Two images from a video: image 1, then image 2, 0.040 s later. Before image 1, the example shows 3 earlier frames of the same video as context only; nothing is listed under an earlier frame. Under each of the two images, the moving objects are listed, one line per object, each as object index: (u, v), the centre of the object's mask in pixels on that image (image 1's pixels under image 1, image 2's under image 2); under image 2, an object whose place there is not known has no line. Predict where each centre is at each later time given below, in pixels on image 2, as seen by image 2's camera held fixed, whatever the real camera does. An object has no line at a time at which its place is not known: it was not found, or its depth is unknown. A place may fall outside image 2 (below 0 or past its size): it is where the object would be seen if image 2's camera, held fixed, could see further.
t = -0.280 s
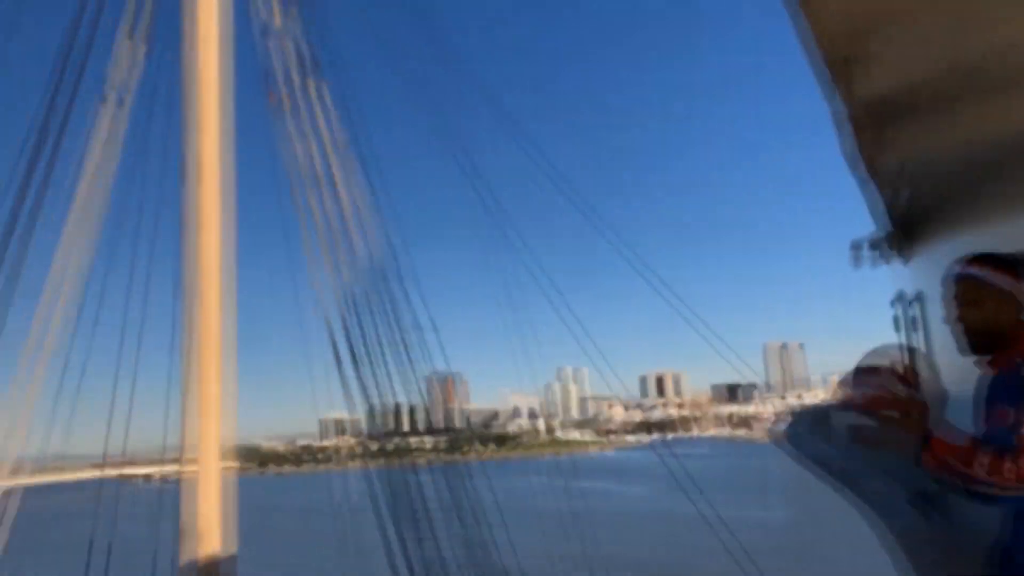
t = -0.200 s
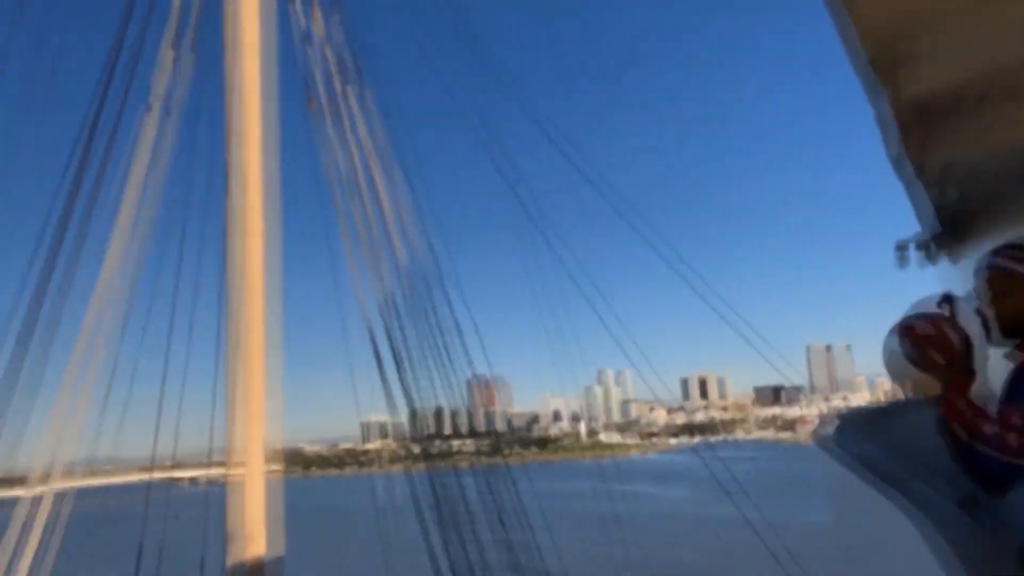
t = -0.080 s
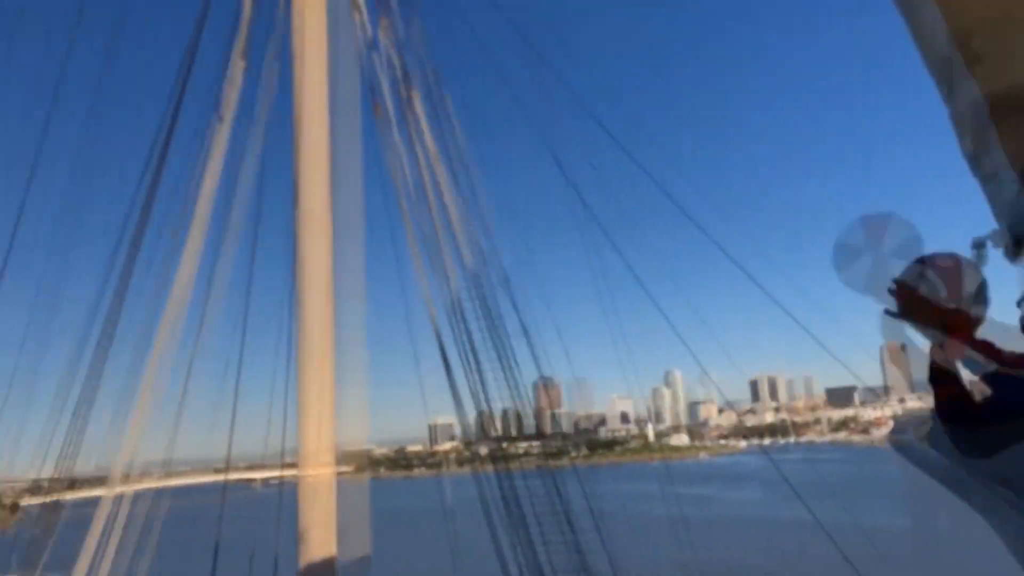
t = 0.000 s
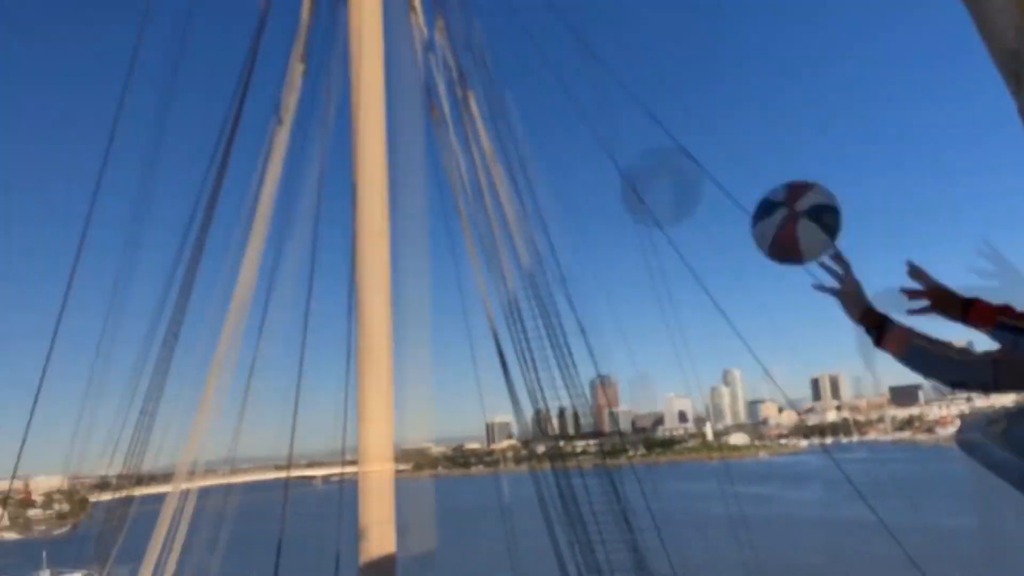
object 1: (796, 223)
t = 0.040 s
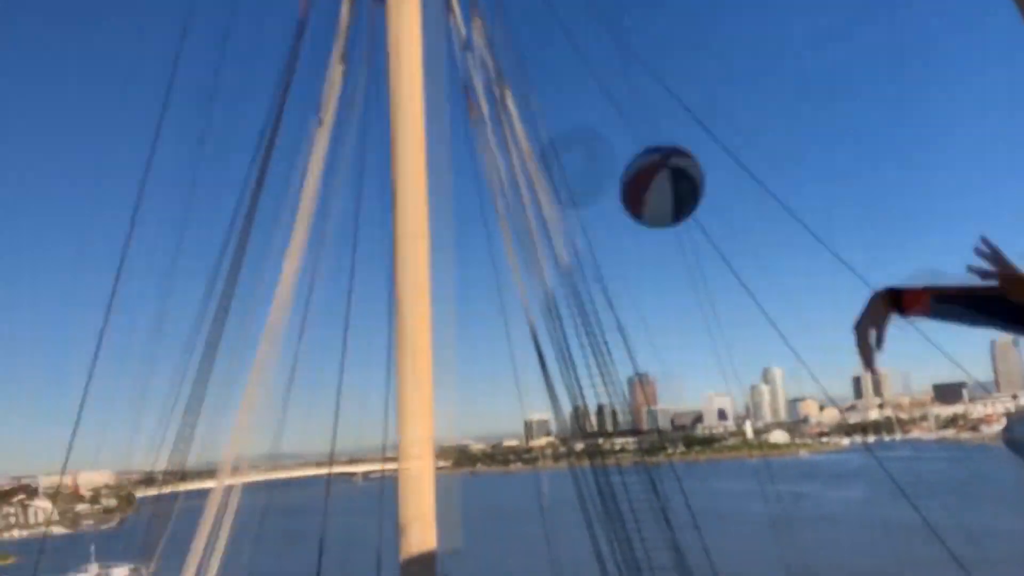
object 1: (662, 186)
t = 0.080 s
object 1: (551, 172)
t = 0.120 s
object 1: (389, 148)
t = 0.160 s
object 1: (285, 141)
